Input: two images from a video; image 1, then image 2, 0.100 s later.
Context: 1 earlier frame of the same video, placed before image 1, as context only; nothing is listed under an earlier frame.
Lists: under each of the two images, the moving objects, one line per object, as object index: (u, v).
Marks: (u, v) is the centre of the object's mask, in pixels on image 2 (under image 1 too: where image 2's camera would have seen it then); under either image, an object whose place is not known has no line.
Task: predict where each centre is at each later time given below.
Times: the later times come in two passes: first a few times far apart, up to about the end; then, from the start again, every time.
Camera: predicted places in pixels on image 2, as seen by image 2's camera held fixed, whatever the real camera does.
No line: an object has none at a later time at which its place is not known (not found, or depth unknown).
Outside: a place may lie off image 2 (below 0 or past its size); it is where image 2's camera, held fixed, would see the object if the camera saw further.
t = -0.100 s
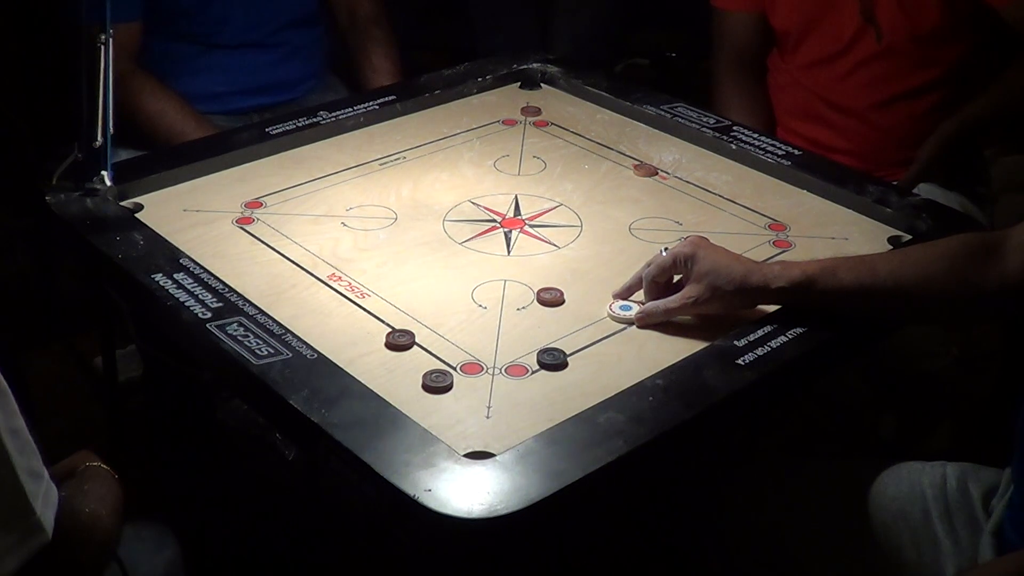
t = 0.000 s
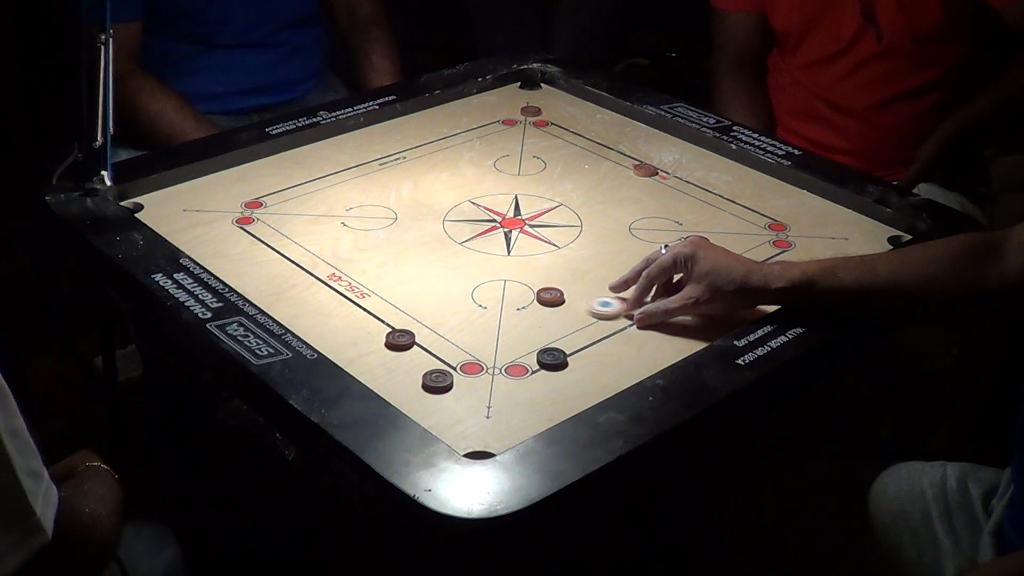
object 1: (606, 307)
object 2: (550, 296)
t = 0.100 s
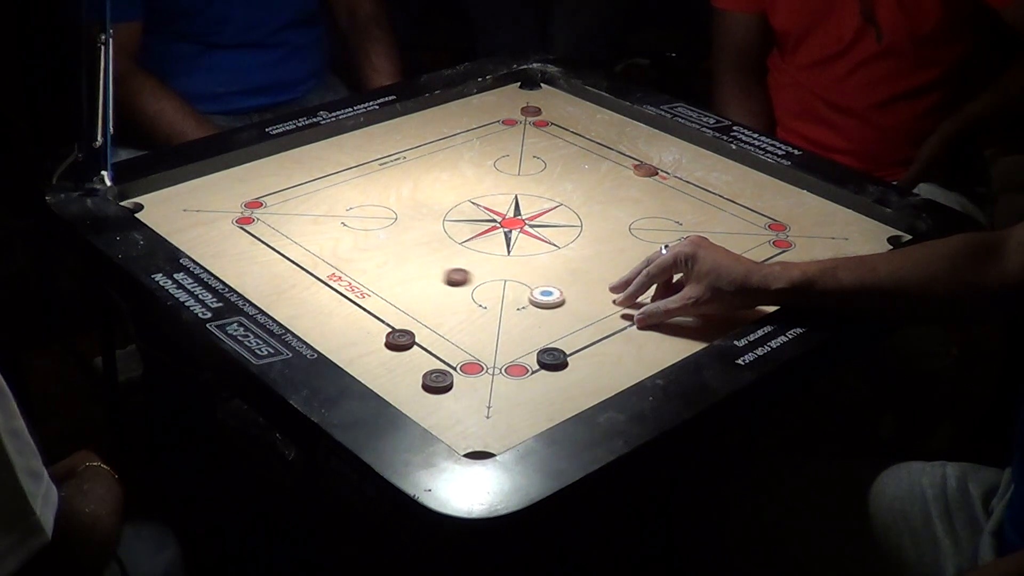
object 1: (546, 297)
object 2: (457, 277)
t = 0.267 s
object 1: (491, 287)
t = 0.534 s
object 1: (457, 281)
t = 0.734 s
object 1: (457, 281)
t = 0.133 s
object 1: (533, 294)
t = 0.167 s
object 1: (520, 292)
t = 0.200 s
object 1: (510, 290)
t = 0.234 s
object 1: (499, 288)
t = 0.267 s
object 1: (491, 287)
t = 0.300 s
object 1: (483, 285)
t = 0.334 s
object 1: (476, 284)
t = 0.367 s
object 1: (470, 283)
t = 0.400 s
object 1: (466, 282)
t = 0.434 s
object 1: (462, 282)
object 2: (177, 218)
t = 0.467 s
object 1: (459, 281)
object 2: (159, 214)
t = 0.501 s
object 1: (458, 281)
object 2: (142, 210)
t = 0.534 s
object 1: (457, 281)
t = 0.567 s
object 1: (457, 281)
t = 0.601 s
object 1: (457, 281)
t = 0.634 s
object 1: (457, 281)
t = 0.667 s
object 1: (457, 281)
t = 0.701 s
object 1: (457, 281)
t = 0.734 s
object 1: (457, 281)
